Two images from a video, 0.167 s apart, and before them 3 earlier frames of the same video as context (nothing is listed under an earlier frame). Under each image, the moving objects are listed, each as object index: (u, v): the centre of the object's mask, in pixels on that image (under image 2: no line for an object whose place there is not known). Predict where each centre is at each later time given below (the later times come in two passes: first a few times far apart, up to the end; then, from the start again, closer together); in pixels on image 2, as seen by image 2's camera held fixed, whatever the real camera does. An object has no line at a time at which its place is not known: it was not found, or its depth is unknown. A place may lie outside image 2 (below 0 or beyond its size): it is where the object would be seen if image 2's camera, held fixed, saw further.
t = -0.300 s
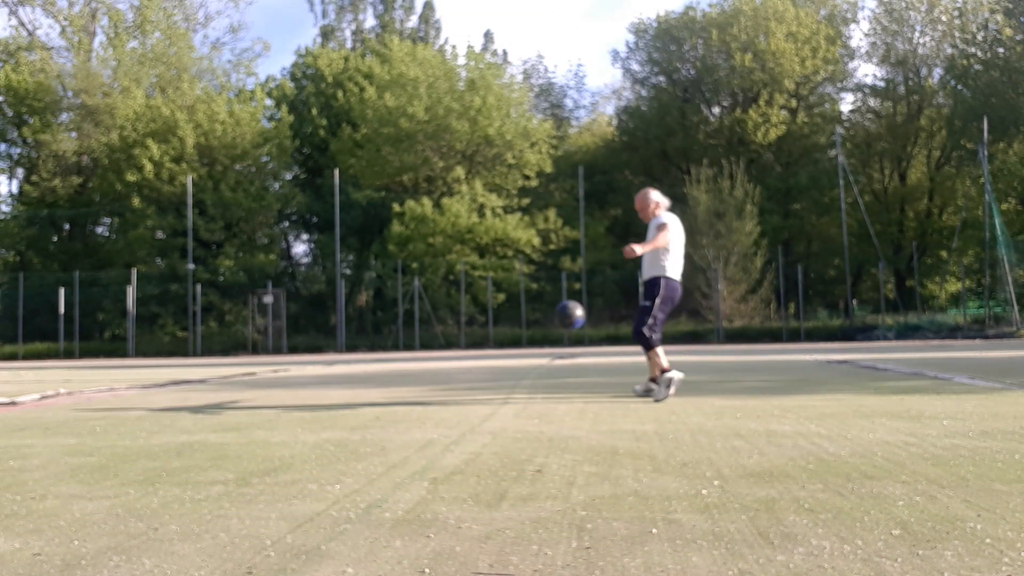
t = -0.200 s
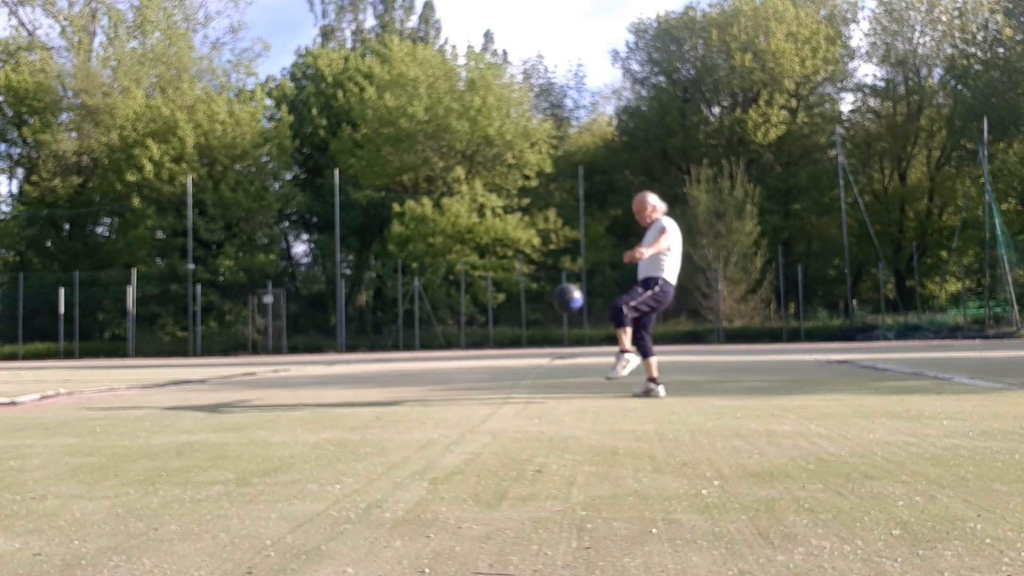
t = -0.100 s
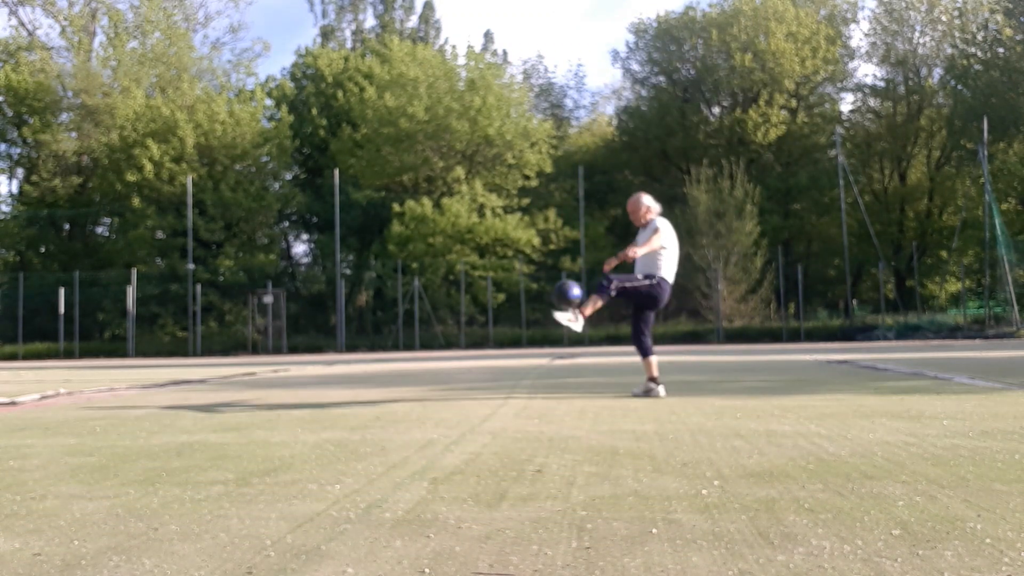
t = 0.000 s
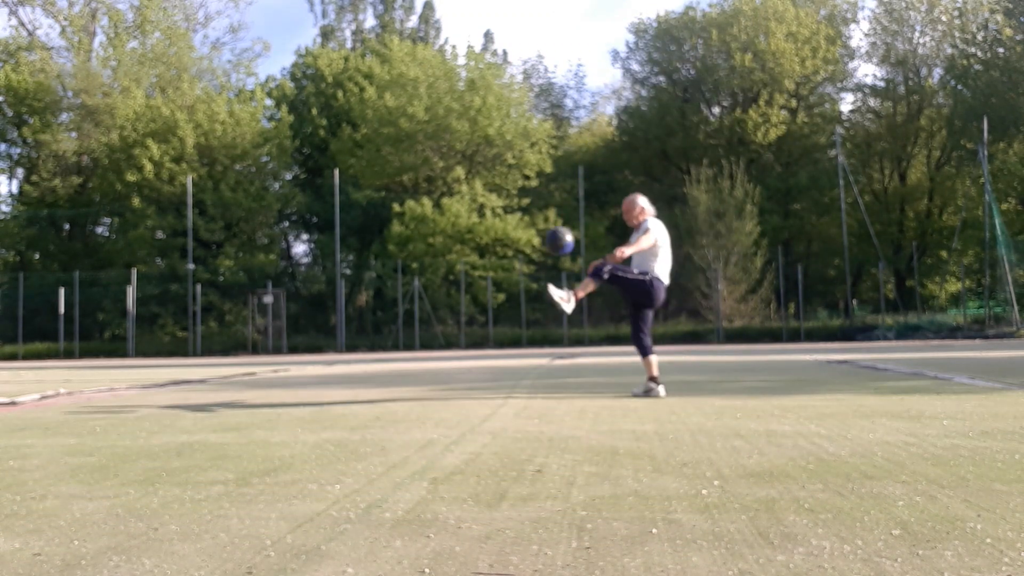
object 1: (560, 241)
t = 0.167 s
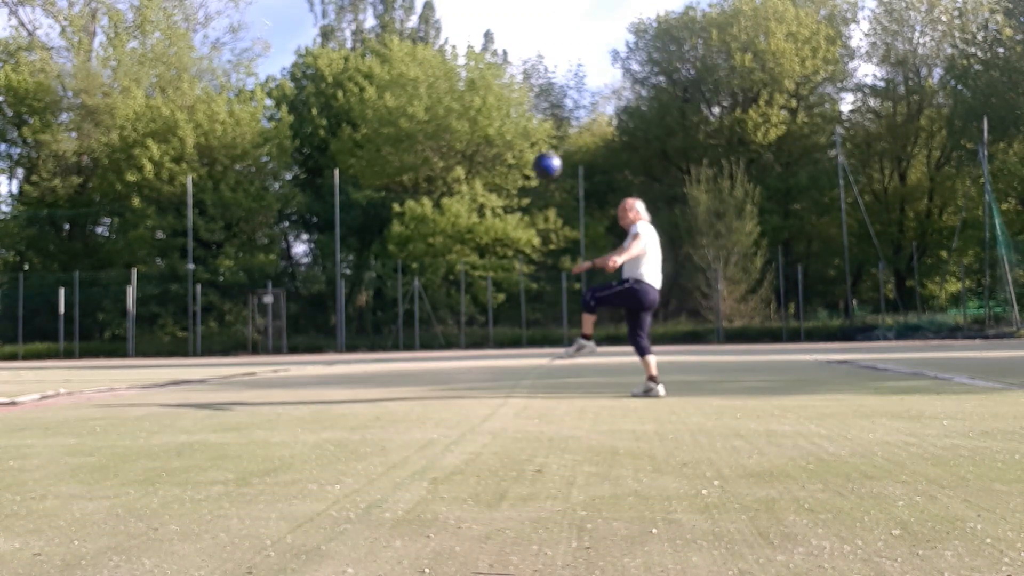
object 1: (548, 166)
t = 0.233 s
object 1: (542, 145)
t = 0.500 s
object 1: (524, 121)
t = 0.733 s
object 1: (512, 174)
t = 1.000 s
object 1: (502, 320)
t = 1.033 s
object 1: (500, 345)
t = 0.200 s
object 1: (545, 155)
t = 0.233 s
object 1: (542, 145)
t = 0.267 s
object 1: (540, 138)
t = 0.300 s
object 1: (537, 131)
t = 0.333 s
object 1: (535, 126)
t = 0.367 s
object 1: (533, 122)
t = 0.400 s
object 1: (531, 119)
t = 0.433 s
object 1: (529, 119)
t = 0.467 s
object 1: (526, 119)
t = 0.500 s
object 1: (524, 121)
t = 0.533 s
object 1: (523, 124)
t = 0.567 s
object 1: (520, 129)
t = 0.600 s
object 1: (519, 135)
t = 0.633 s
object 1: (517, 142)
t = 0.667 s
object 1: (515, 151)
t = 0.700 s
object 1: (514, 162)
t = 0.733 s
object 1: (512, 174)
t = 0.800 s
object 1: (510, 202)
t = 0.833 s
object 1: (508, 217)
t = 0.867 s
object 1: (506, 235)
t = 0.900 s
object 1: (505, 254)
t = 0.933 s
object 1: (504, 275)
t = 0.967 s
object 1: (503, 297)
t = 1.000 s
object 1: (502, 320)
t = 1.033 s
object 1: (500, 345)
